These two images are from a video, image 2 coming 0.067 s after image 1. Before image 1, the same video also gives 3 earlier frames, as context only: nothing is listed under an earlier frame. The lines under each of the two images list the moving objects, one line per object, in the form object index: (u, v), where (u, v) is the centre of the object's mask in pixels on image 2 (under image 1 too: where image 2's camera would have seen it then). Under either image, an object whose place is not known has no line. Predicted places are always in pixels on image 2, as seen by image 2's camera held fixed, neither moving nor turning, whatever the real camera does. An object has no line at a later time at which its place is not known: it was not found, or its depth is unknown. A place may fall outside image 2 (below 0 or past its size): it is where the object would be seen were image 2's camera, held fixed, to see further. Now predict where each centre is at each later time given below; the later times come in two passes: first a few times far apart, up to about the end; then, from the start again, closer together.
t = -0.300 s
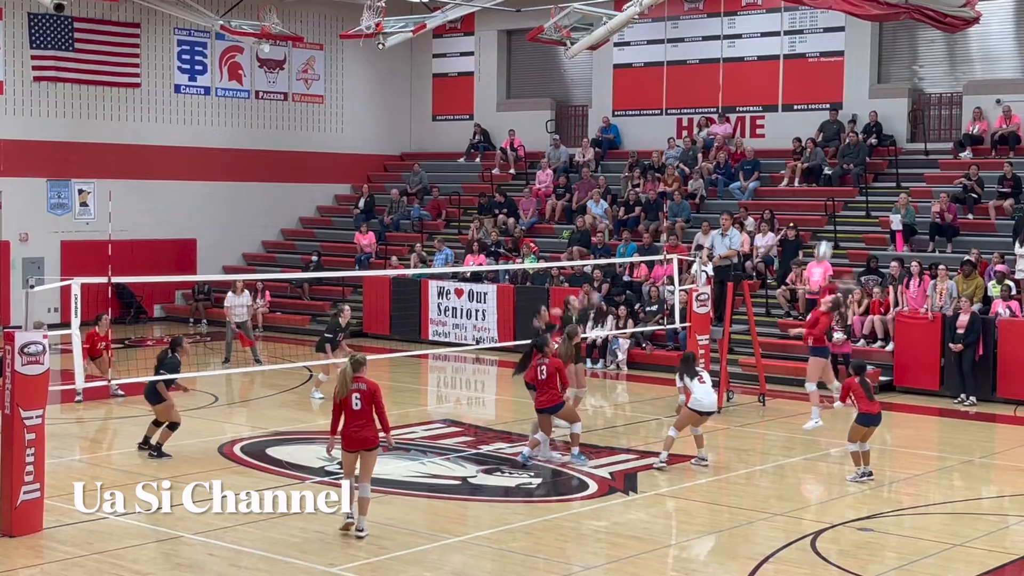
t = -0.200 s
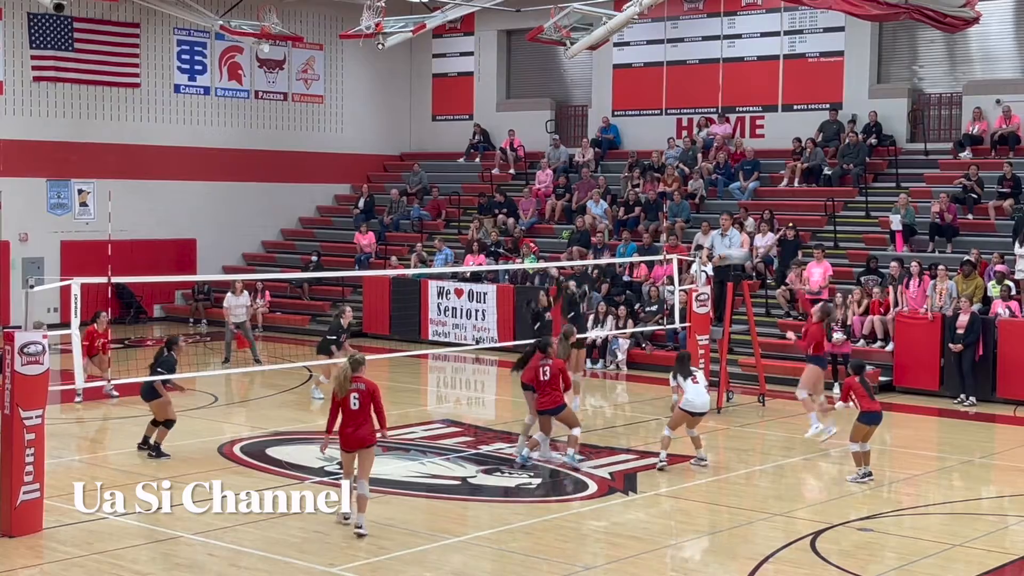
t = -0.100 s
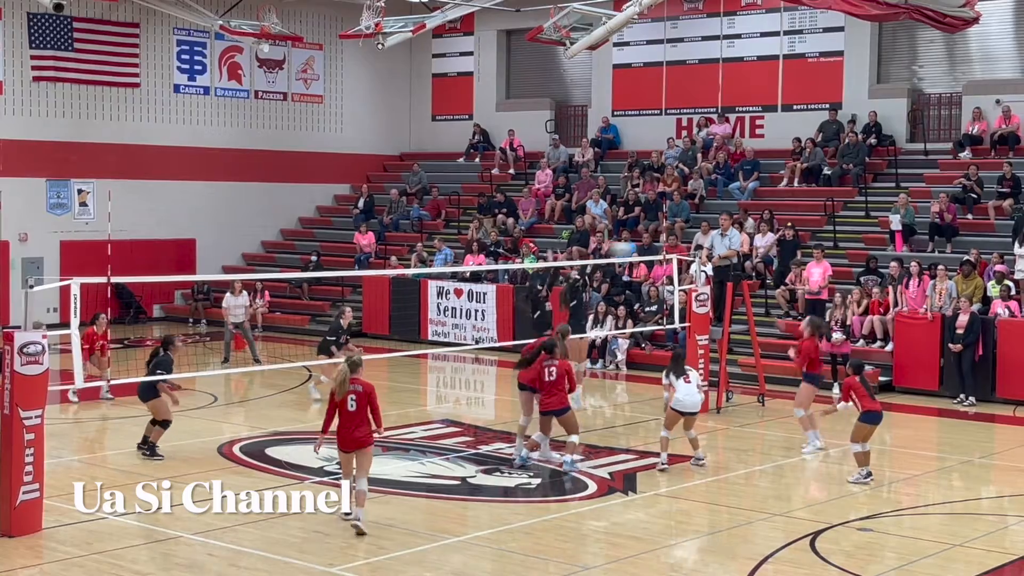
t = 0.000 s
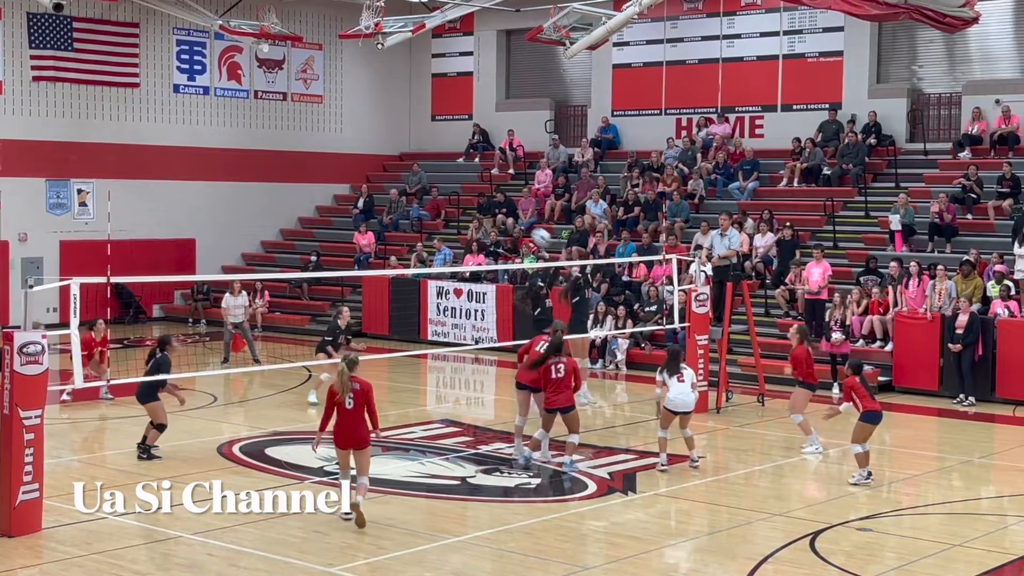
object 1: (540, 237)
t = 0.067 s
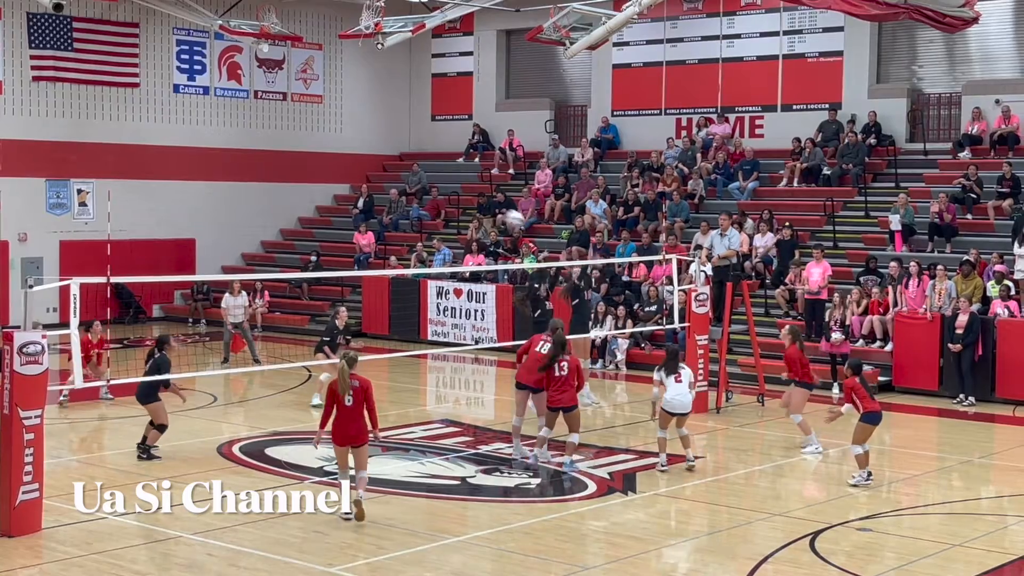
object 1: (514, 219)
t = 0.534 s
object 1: (328, 186)
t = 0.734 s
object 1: (252, 225)
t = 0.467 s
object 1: (355, 180)
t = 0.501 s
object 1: (343, 183)
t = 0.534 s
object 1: (328, 186)
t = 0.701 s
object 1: (264, 216)
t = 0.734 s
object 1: (252, 225)
